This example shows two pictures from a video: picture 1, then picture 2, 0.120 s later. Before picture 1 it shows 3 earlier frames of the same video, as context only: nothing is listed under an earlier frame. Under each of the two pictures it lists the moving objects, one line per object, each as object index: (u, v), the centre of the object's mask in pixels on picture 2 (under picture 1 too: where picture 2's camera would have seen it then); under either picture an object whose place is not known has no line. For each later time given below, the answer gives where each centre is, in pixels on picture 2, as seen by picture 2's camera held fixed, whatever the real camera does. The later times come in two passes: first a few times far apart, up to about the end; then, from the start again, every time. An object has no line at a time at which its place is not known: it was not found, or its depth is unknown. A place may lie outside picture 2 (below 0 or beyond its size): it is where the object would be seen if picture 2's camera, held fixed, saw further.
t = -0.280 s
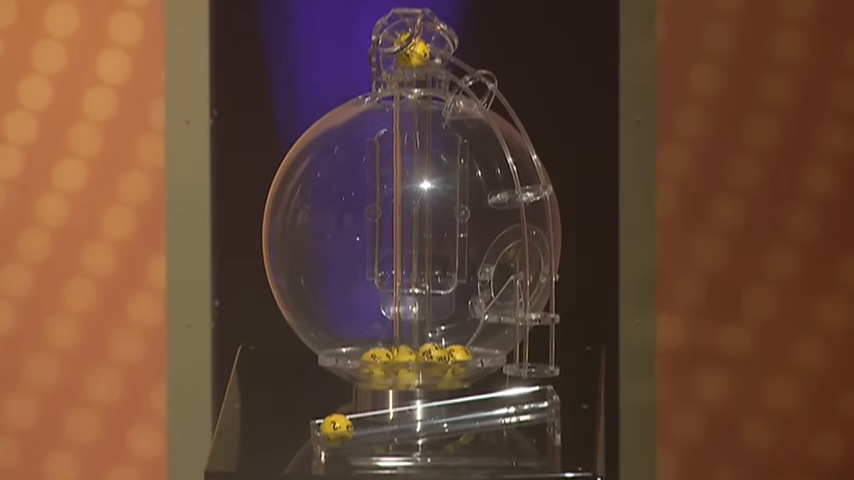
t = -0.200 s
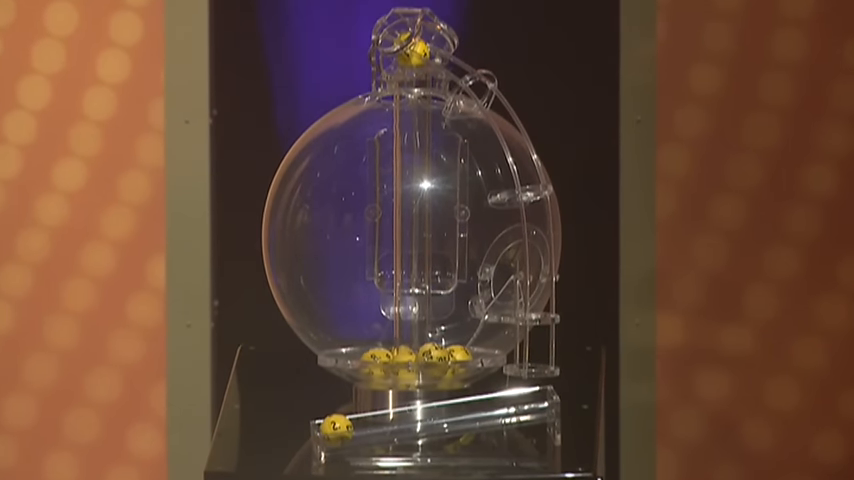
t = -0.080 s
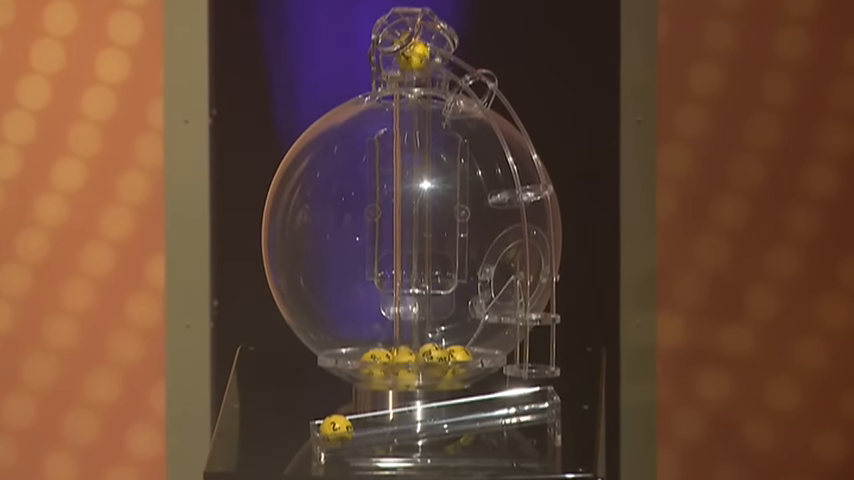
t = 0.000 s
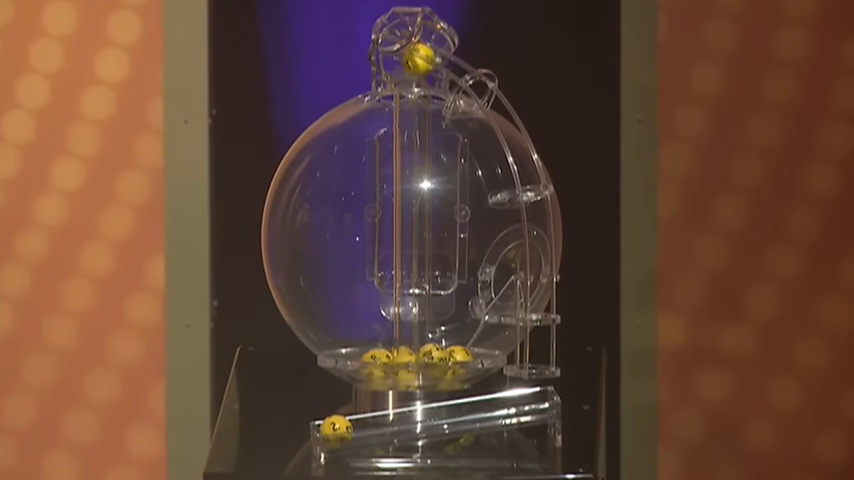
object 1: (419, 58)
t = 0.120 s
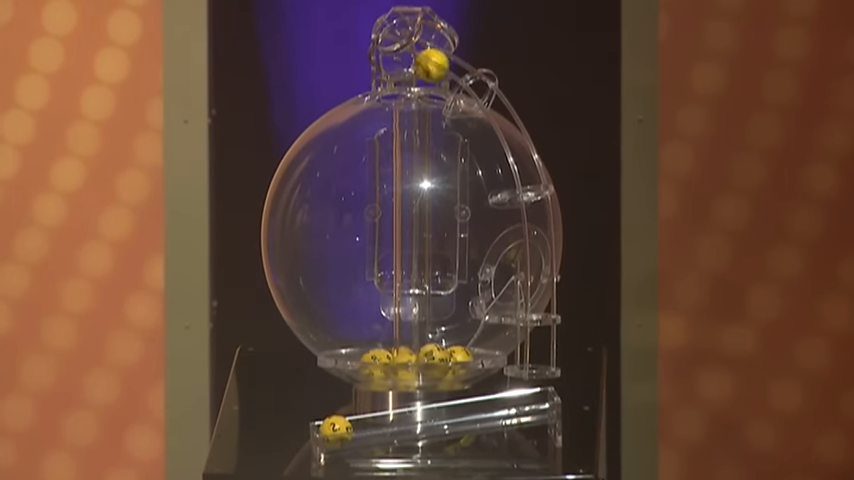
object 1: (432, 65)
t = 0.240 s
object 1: (449, 77)
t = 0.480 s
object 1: (519, 172)
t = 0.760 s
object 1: (529, 393)
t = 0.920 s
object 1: (528, 401)
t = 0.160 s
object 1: (438, 67)
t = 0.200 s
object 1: (446, 72)
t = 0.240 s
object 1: (449, 77)
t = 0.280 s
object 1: (461, 84)
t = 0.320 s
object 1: (475, 90)
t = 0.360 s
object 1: (483, 99)
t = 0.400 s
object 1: (495, 116)
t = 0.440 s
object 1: (505, 138)
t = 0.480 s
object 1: (519, 172)
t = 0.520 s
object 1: (533, 218)
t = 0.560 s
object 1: (534, 261)
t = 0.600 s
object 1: (534, 322)
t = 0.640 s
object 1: (535, 385)
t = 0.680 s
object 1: (535, 384)
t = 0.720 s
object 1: (533, 387)
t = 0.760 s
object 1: (529, 393)
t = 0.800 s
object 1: (529, 395)
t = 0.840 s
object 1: (529, 400)
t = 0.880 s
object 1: (528, 400)
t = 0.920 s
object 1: (528, 401)
